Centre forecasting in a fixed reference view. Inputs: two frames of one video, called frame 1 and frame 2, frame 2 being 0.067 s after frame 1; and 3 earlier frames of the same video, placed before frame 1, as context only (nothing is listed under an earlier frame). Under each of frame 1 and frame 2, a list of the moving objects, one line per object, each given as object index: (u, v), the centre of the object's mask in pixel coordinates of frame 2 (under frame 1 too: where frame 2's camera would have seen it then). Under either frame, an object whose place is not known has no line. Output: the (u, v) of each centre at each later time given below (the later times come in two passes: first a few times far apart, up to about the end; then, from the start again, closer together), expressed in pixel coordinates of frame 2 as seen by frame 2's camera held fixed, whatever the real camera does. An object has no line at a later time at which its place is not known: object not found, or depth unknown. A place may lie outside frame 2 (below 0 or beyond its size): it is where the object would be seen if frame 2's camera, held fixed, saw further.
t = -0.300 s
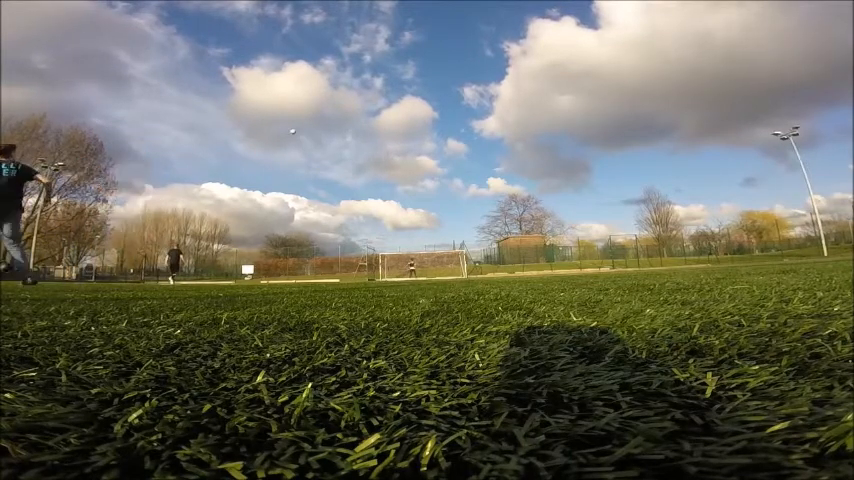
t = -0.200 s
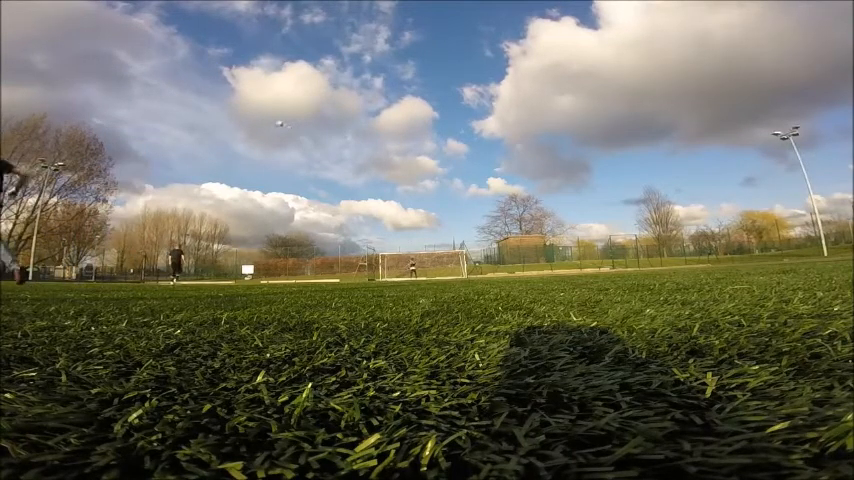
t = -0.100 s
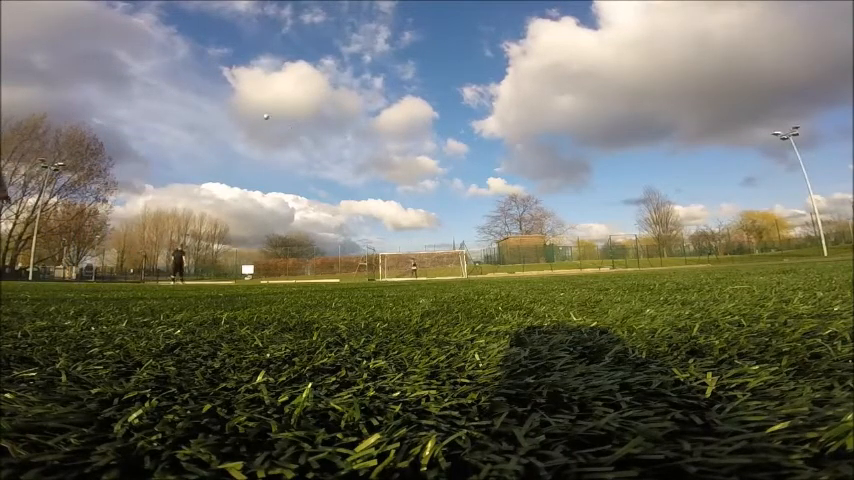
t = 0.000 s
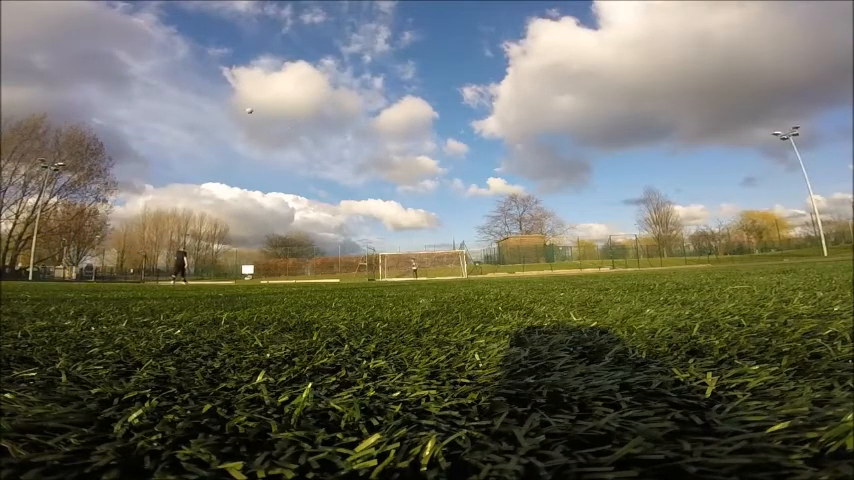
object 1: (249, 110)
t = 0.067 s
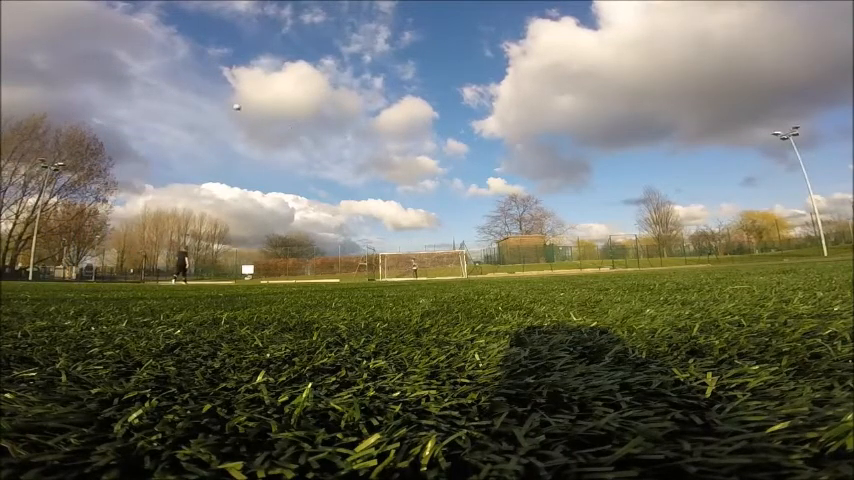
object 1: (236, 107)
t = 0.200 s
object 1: (208, 102)
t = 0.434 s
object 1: (139, 104)
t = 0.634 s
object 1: (42, 122)
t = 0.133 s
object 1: (223, 104)
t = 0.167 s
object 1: (216, 103)
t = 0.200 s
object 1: (208, 102)
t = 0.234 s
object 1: (200, 101)
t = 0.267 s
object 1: (191, 100)
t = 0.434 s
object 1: (139, 104)
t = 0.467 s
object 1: (126, 105)
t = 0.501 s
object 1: (112, 108)
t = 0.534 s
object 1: (96, 110)
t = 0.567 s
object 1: (80, 113)
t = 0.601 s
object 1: (62, 117)
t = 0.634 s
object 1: (42, 122)
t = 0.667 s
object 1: (20, 127)
